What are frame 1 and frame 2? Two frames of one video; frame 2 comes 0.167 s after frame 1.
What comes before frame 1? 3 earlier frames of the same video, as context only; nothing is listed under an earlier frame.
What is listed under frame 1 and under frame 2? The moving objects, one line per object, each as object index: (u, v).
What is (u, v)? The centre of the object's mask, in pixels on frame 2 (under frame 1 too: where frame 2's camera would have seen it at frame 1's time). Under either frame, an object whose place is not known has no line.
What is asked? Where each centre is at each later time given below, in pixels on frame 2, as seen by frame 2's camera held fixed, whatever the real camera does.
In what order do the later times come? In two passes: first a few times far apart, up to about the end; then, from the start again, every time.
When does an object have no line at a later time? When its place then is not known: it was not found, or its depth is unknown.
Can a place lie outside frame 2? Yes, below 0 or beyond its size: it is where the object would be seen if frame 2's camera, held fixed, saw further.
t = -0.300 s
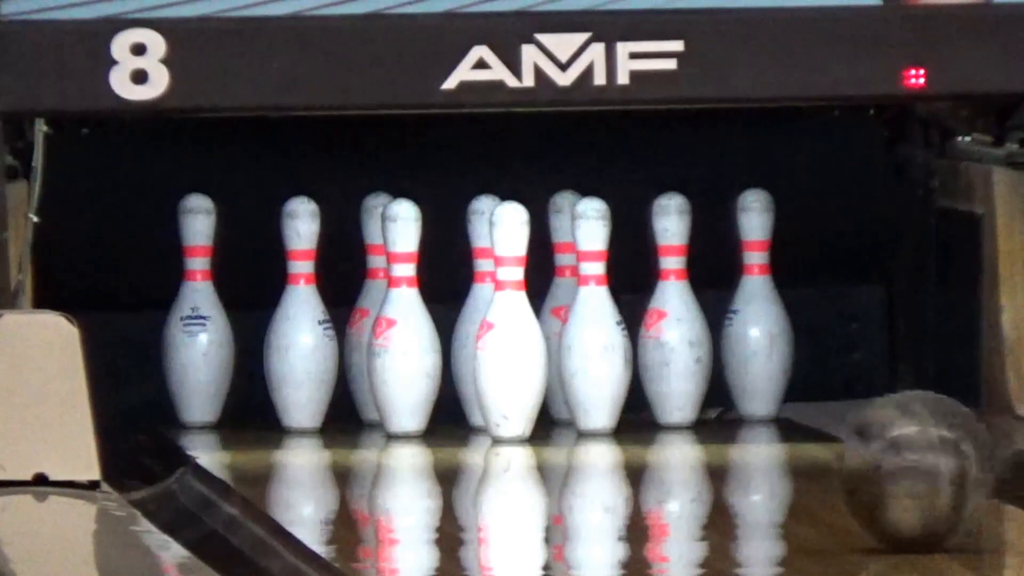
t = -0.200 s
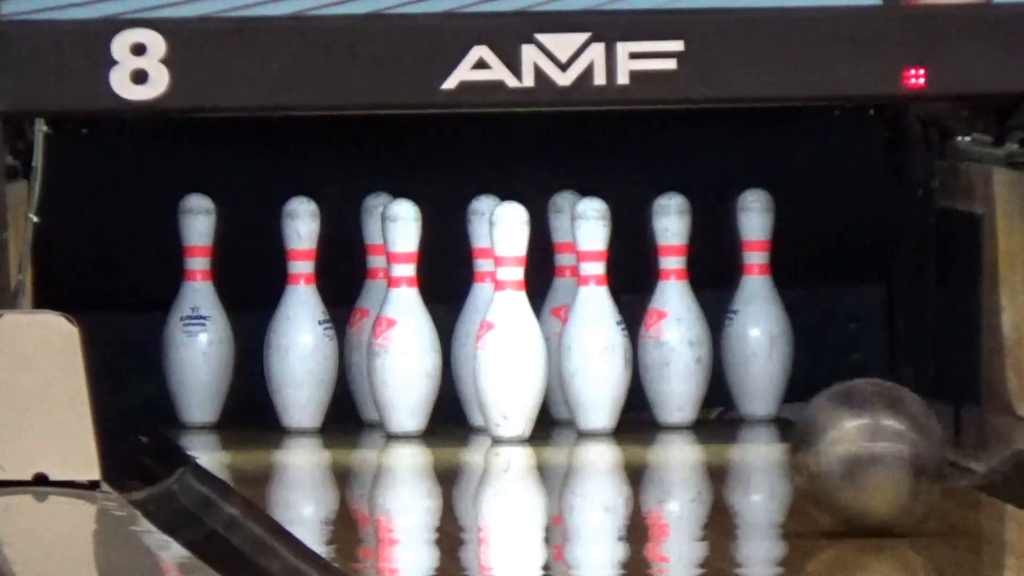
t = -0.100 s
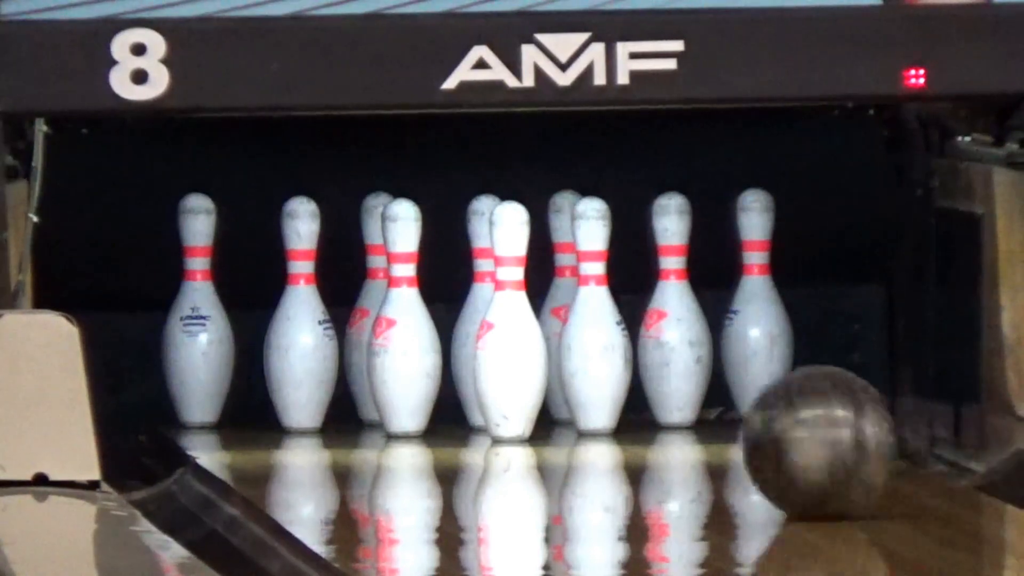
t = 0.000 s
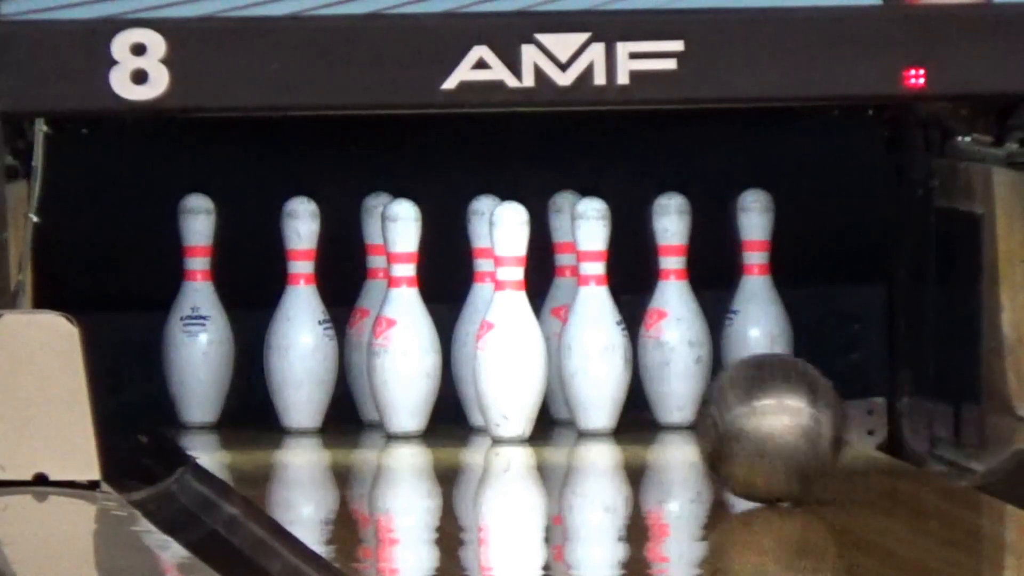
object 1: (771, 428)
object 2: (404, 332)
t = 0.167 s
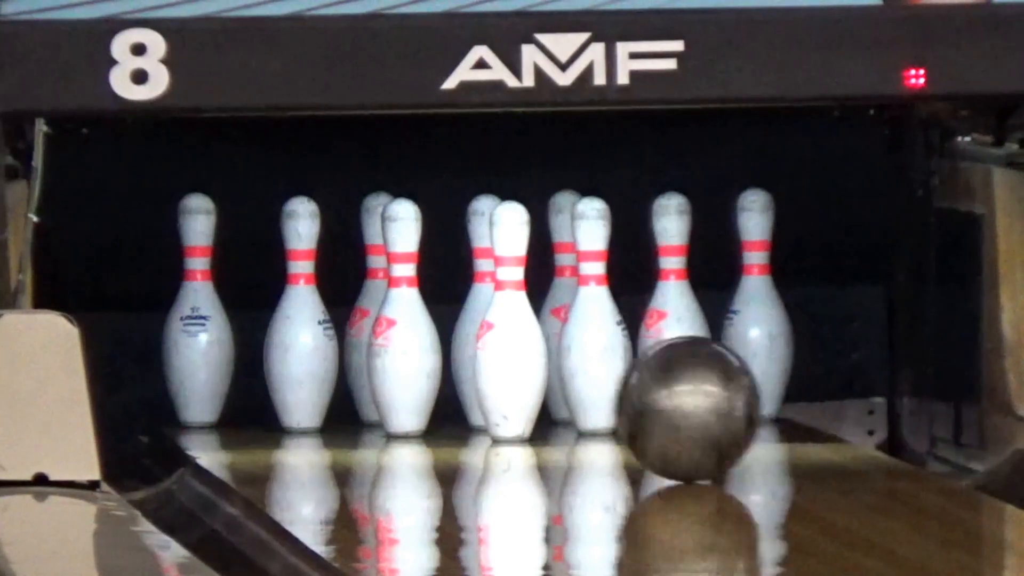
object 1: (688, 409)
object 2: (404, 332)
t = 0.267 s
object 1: (640, 399)
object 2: (404, 332)
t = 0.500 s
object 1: (519, 377)
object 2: (404, 331)
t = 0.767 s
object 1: (465, 365)
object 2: (241, 359)
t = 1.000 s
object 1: (462, 361)
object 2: (153, 392)
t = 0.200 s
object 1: (672, 405)
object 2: (404, 332)
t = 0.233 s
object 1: (658, 402)
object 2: (404, 332)
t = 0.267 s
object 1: (640, 399)
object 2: (404, 332)
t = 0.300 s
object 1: (620, 396)
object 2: (404, 332)
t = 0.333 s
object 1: (604, 393)
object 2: (404, 332)
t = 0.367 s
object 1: (588, 390)
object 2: (404, 332)
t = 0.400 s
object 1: (572, 385)
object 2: (404, 332)
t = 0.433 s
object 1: (553, 382)
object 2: (404, 331)
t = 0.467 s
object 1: (537, 378)
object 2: (404, 331)
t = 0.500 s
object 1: (519, 377)
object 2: (404, 331)
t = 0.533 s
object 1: (505, 375)
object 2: (403, 331)
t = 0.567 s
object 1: (493, 374)
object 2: (401, 328)
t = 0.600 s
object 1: (477, 371)
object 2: (398, 323)
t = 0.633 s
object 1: (473, 369)
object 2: (374, 335)
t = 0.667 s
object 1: (471, 369)
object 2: (327, 340)
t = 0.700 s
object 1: (470, 368)
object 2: (297, 342)
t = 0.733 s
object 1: (468, 366)
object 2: (269, 345)
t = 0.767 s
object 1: (465, 365)
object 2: (241, 359)
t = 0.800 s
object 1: (461, 364)
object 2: (200, 386)
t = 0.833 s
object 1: (458, 362)
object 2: (176, 395)
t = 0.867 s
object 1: (455, 362)
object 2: (165, 405)
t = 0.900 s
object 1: (459, 361)
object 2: (160, 412)
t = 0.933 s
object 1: (467, 360)
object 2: (167, 401)
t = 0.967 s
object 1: (465, 364)
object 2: (156, 395)
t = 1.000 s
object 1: (462, 361)
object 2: (153, 392)
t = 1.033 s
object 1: (470, 361)
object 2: (151, 394)
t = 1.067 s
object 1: (477, 361)
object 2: (151, 402)
